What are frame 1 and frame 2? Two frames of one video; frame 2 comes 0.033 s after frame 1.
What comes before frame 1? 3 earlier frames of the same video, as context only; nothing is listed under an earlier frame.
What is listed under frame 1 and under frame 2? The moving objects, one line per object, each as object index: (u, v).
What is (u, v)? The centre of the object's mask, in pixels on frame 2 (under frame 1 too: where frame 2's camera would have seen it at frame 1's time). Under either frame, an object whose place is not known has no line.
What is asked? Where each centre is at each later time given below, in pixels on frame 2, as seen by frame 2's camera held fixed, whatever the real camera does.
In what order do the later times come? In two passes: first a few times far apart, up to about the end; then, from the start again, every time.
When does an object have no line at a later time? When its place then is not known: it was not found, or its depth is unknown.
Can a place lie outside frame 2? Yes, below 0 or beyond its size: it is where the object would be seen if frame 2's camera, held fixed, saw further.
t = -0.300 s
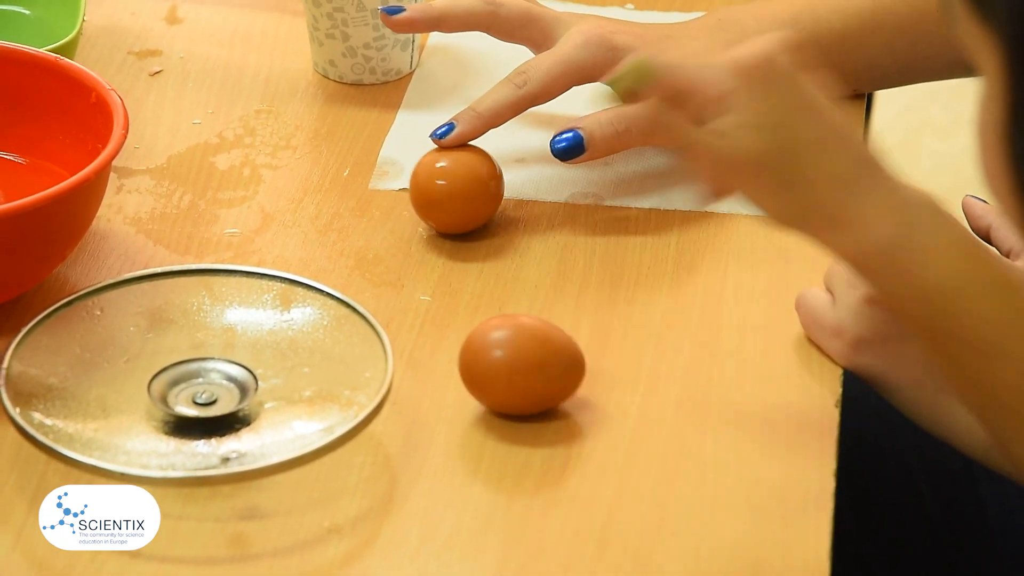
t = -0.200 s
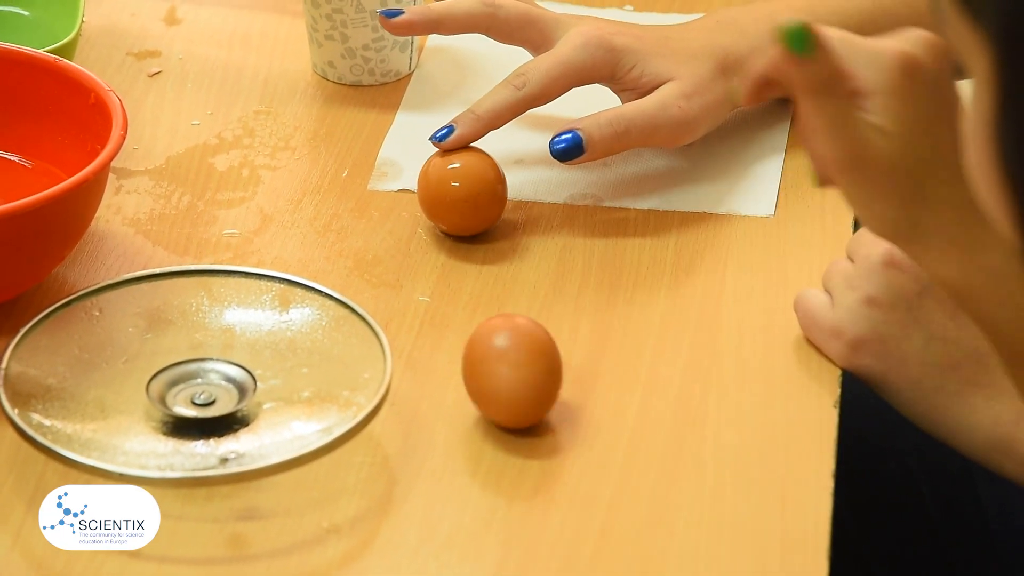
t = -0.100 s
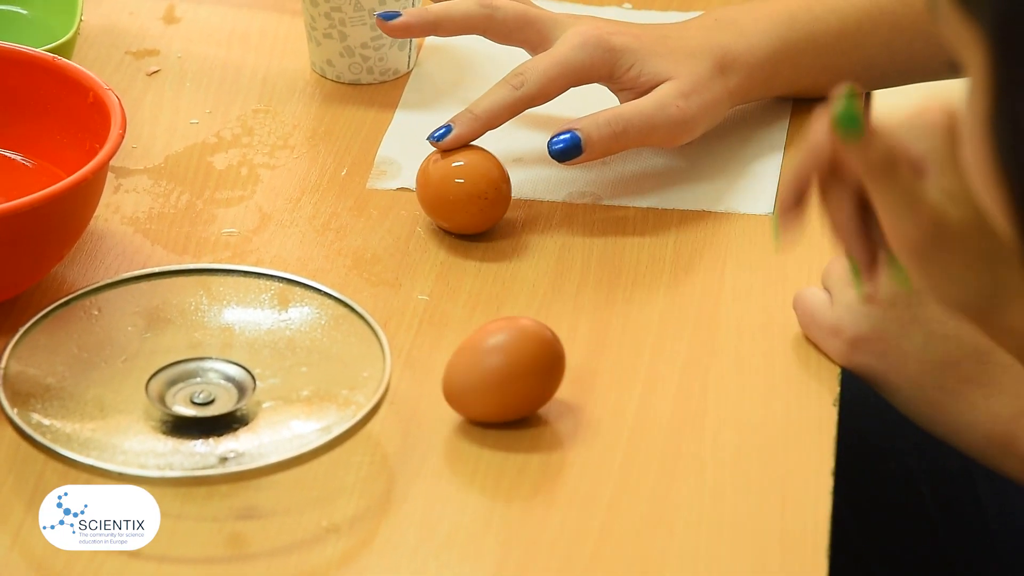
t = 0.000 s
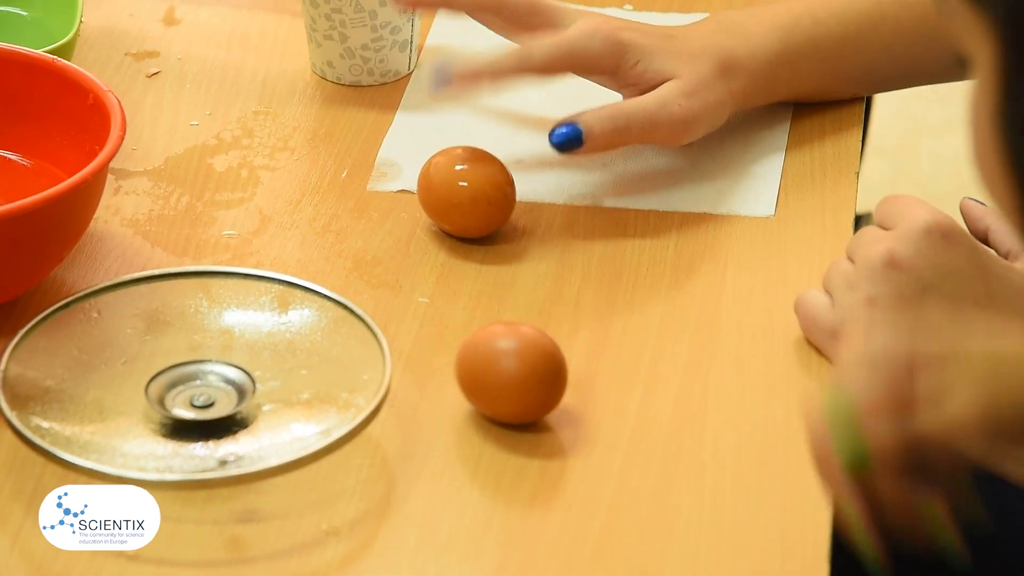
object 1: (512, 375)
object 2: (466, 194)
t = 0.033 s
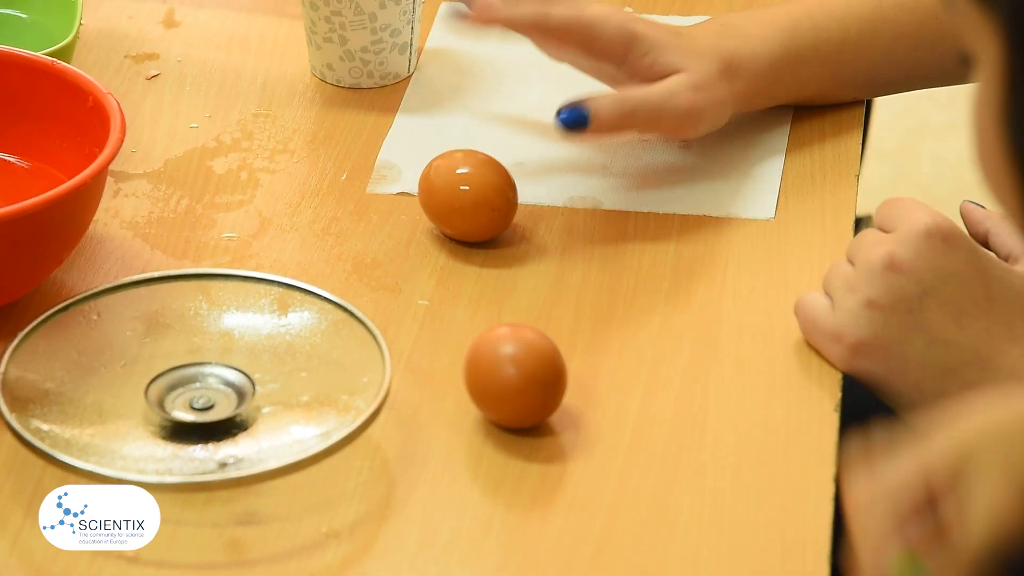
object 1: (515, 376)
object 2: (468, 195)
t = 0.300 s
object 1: (526, 378)
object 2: (462, 194)
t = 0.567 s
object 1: (508, 377)
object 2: (464, 198)
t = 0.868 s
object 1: (527, 376)
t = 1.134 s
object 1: (515, 382)
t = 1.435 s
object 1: (519, 376)
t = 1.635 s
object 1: (519, 377)
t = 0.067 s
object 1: (517, 376)
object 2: (469, 196)
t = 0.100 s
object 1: (520, 376)
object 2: (469, 196)
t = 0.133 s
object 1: (524, 376)
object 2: (469, 197)
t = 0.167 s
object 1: (526, 376)
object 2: (469, 197)
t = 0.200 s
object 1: (528, 377)
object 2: (466, 196)
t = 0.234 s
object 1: (529, 377)
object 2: (464, 196)
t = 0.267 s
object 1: (528, 378)
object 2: (463, 195)
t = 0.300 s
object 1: (526, 378)
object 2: (462, 194)
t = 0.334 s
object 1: (522, 378)
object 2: (462, 194)
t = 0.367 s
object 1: (521, 378)
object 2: (462, 195)
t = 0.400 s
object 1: (517, 378)
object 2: (463, 196)
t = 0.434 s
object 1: (514, 378)
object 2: (464, 197)
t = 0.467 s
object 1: (512, 378)
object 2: (465, 198)
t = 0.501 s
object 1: (509, 378)
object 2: (465, 198)
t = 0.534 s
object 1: (508, 378)
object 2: (464, 198)
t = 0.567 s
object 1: (508, 377)
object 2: (464, 198)
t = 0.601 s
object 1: (510, 376)
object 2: (461, 199)
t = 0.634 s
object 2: (459, 198)
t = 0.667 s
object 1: (515, 375)
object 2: (457, 199)
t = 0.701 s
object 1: (518, 375)
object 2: (455, 199)
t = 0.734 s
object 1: (520, 375)
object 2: (454, 199)
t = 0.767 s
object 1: (521, 375)
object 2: (454, 199)
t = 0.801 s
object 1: (524, 375)
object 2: (455, 200)
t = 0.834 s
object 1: (526, 375)
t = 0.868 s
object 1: (527, 376)
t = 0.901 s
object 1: (528, 378)
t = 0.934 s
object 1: (527, 380)
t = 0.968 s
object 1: (527, 381)
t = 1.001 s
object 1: (525, 382)
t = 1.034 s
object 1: (522, 382)
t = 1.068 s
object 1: (521, 382)
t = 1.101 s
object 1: (518, 383)
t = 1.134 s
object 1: (515, 382)
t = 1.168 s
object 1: (514, 381)
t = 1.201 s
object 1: (513, 380)
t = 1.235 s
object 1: (513, 378)
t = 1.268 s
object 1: (514, 378)
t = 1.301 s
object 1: (516, 377)
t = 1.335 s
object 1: (518, 376)
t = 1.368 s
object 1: (518, 376)
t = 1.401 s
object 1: (518, 376)
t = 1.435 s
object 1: (519, 376)
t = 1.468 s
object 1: (519, 376)
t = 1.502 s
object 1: (520, 376)
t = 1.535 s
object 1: (520, 376)
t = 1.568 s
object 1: (520, 376)
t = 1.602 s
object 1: (520, 376)
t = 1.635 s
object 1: (519, 377)
